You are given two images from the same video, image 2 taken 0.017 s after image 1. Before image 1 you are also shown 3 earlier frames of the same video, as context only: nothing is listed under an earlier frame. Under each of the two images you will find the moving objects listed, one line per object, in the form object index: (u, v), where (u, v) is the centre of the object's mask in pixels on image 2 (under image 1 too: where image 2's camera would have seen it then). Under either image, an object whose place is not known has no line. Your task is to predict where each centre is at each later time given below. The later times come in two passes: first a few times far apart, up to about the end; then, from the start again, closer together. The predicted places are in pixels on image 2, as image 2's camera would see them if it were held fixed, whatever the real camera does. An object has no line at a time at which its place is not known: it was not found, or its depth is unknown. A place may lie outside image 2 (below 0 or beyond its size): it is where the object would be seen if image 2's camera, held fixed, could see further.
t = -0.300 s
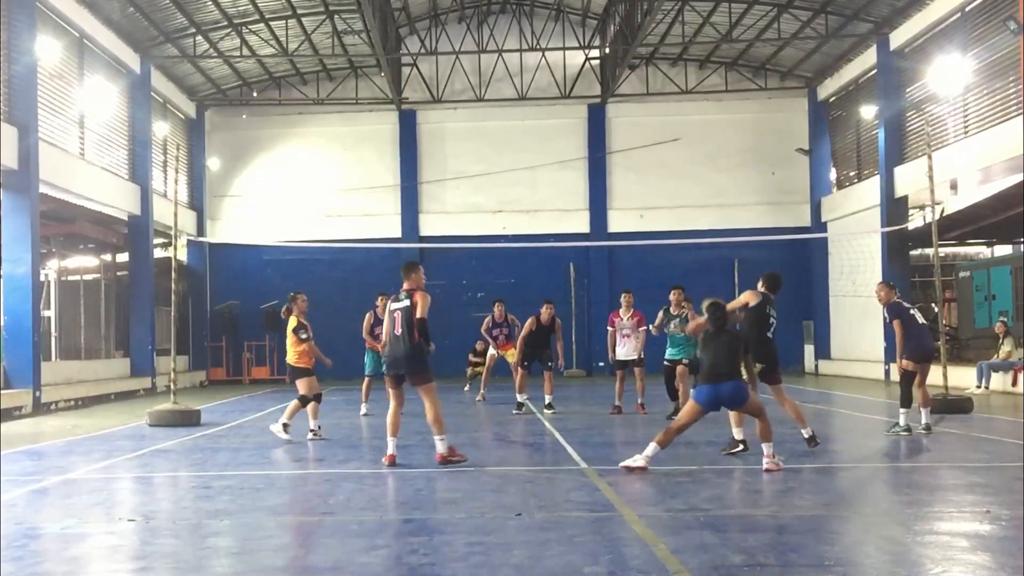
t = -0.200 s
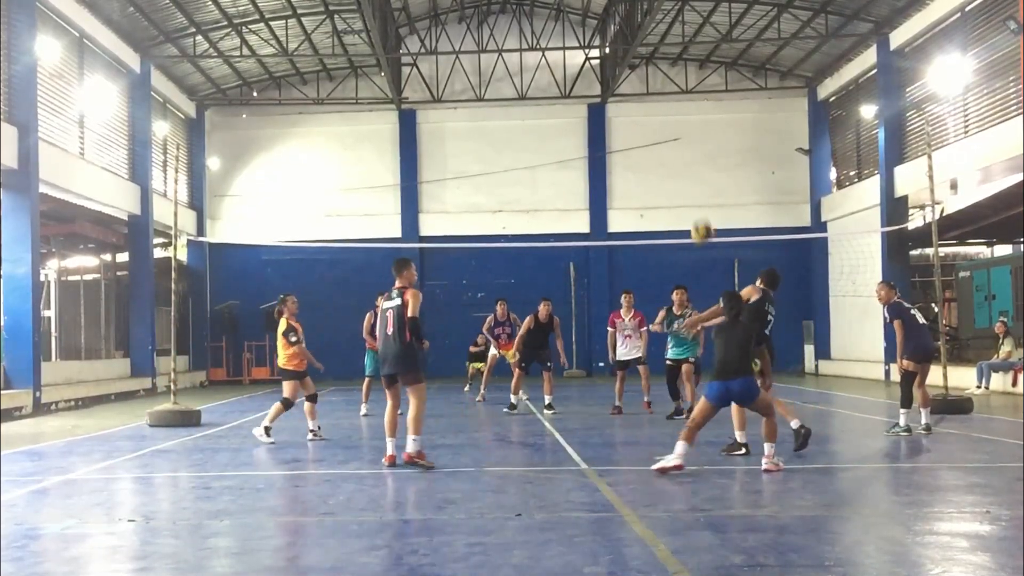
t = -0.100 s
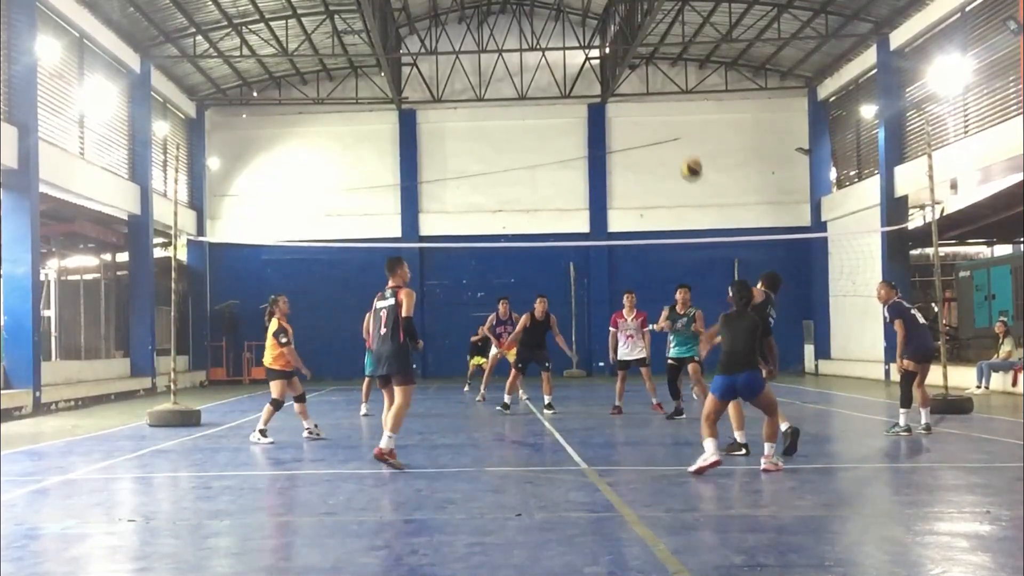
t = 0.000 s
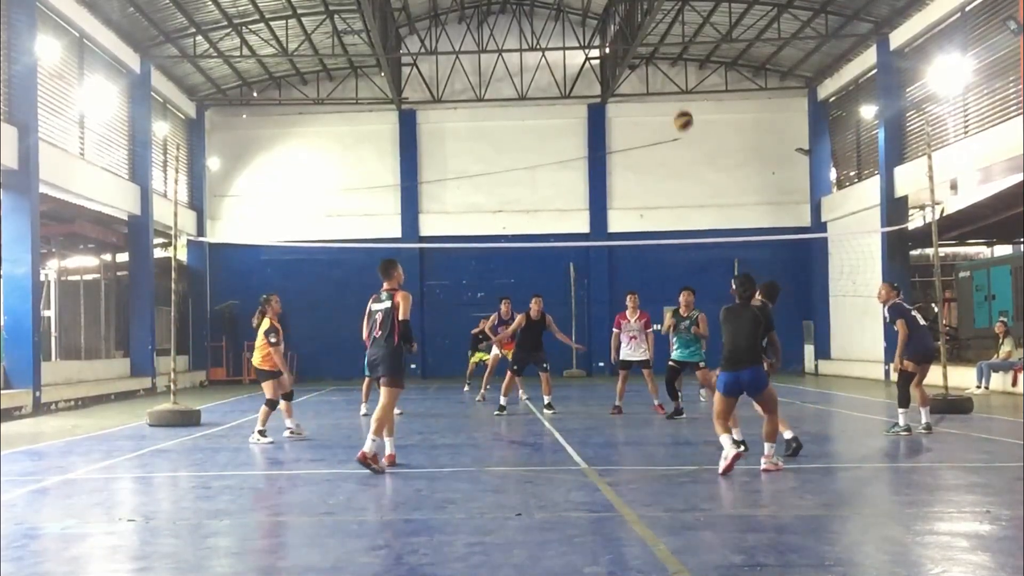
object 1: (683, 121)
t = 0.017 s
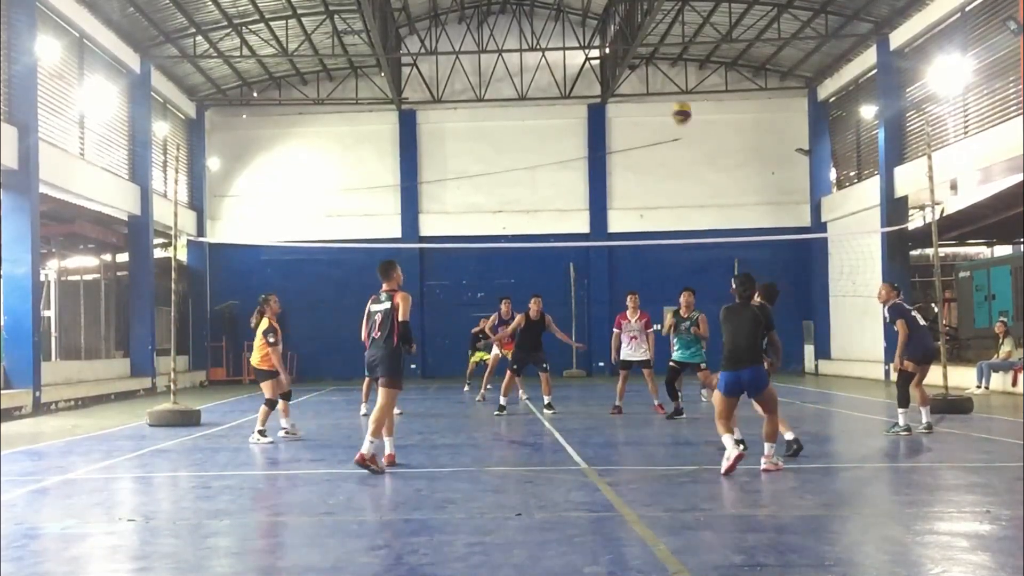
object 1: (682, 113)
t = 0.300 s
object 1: (662, 41)
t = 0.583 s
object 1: (650, 40)
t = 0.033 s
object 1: (680, 107)
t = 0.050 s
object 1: (678, 101)
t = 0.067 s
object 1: (677, 94)
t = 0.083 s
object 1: (676, 89)
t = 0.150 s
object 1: (670, 69)
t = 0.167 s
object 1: (669, 64)
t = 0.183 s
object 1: (668, 61)
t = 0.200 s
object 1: (668, 57)
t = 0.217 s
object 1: (668, 54)
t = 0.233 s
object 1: (665, 50)
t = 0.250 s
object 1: (665, 46)
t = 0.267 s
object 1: (664, 45)
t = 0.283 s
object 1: (663, 43)
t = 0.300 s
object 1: (662, 41)
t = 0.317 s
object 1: (661, 39)
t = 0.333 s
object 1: (660, 37)
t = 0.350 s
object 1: (659, 36)
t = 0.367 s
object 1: (658, 35)
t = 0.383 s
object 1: (658, 34)
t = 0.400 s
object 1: (657, 33)
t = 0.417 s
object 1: (656, 33)
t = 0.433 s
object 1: (656, 34)
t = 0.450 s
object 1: (655, 34)
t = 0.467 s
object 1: (654, 34)
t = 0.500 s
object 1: (653, 34)
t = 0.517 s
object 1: (653, 35)
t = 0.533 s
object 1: (652, 35)
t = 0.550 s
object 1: (650, 37)
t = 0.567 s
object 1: (650, 38)
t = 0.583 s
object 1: (650, 40)
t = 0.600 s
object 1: (650, 42)
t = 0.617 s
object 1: (648, 45)
